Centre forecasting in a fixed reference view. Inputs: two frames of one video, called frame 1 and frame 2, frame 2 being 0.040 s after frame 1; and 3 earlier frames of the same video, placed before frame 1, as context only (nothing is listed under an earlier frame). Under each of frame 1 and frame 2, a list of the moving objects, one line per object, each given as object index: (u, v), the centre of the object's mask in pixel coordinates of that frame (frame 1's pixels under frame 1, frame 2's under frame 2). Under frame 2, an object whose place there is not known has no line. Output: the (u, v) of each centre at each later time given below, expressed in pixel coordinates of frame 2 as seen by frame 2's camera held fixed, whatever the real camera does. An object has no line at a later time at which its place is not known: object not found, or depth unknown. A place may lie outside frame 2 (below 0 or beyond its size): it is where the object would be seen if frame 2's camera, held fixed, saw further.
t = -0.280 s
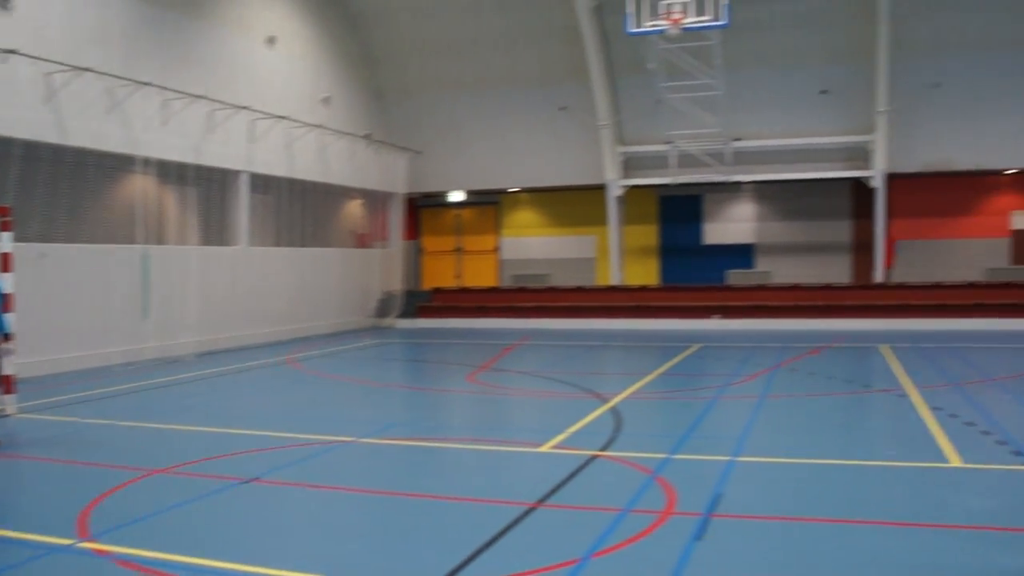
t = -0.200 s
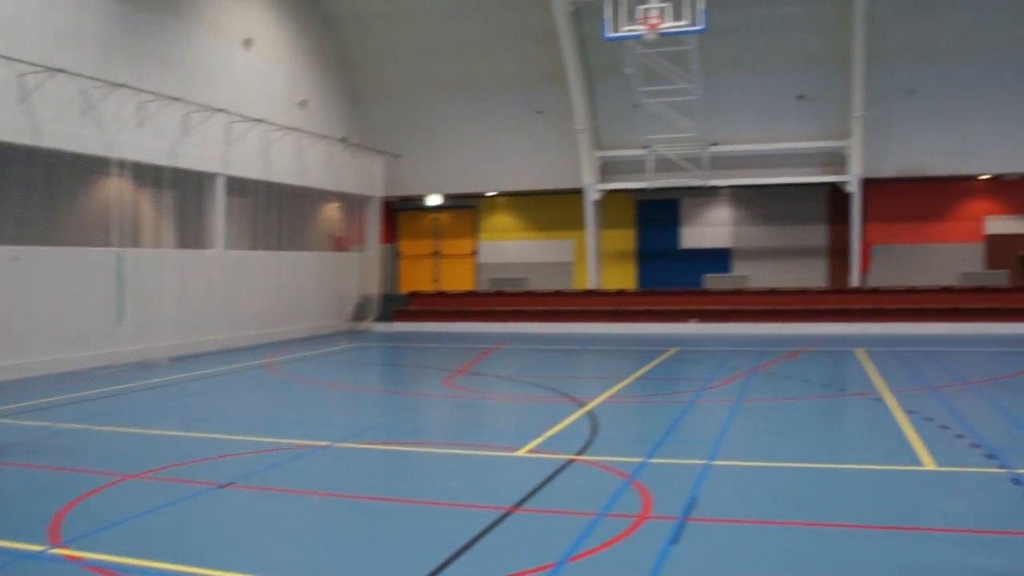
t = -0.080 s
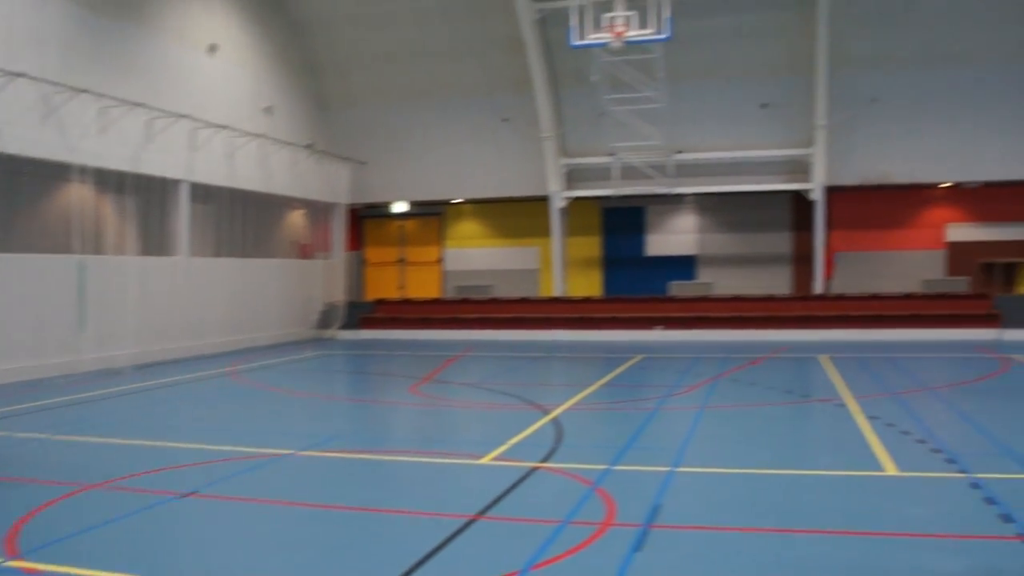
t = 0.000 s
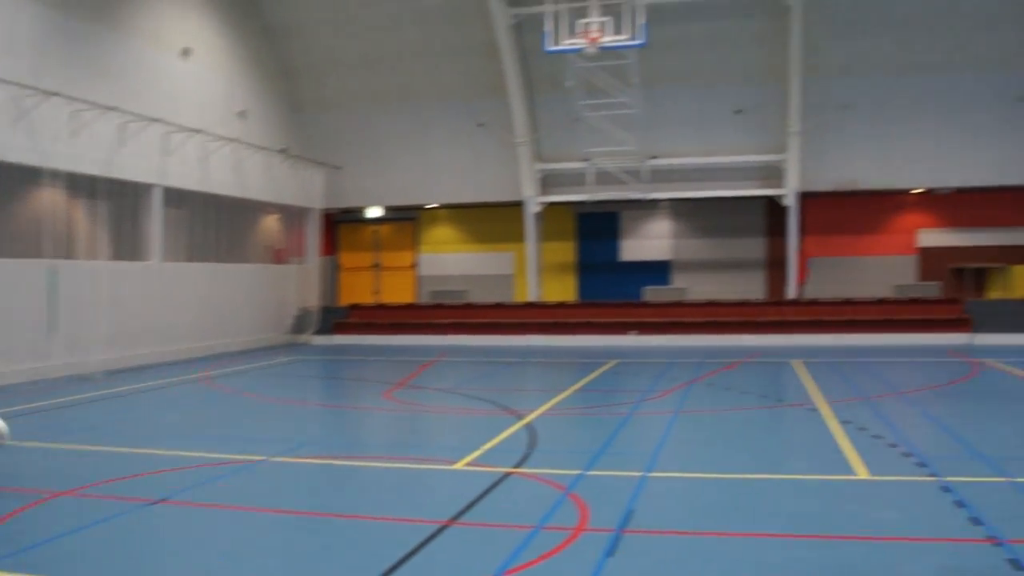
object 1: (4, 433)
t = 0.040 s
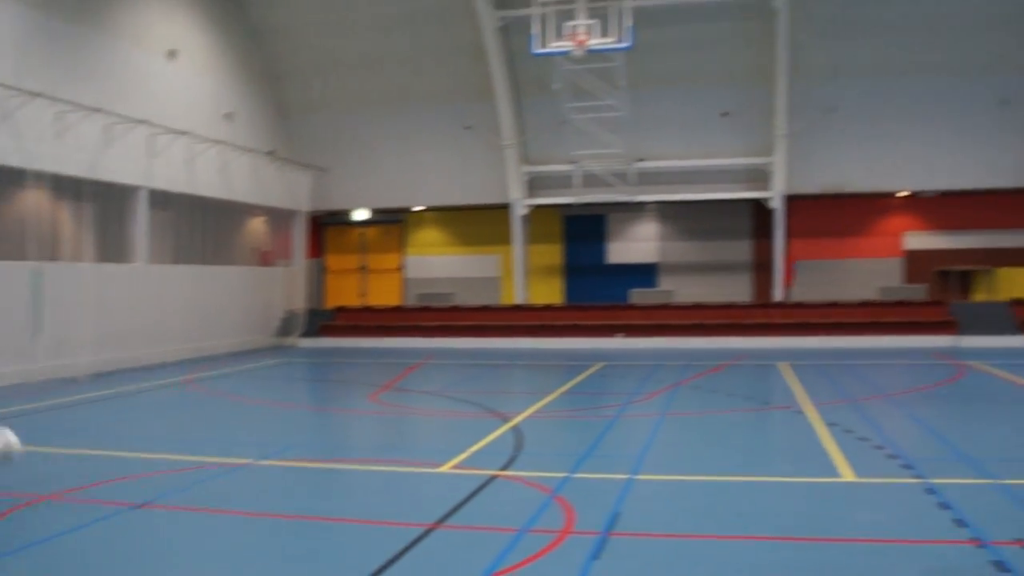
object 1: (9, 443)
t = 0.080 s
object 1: (35, 456)
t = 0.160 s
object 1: (101, 494)
